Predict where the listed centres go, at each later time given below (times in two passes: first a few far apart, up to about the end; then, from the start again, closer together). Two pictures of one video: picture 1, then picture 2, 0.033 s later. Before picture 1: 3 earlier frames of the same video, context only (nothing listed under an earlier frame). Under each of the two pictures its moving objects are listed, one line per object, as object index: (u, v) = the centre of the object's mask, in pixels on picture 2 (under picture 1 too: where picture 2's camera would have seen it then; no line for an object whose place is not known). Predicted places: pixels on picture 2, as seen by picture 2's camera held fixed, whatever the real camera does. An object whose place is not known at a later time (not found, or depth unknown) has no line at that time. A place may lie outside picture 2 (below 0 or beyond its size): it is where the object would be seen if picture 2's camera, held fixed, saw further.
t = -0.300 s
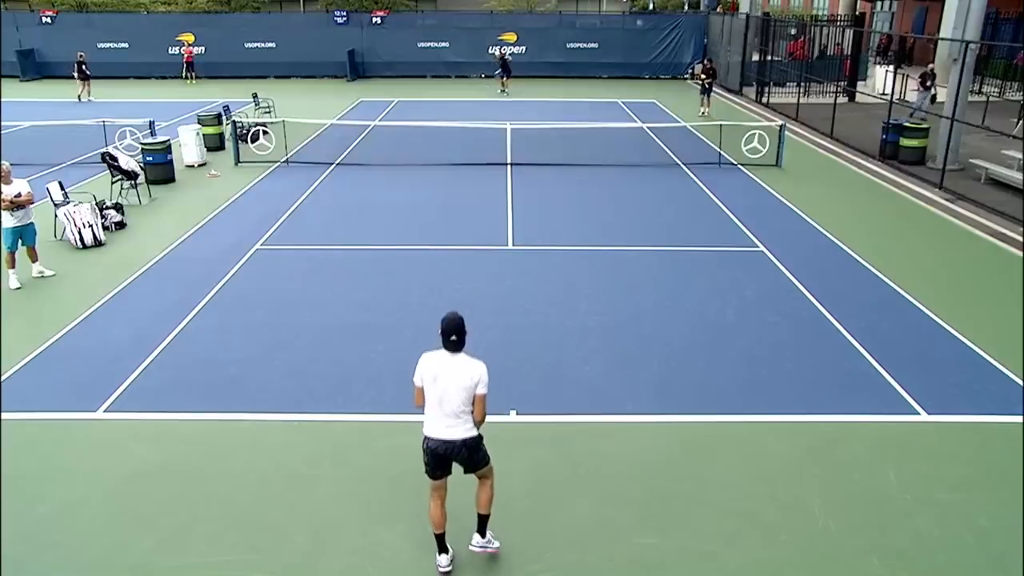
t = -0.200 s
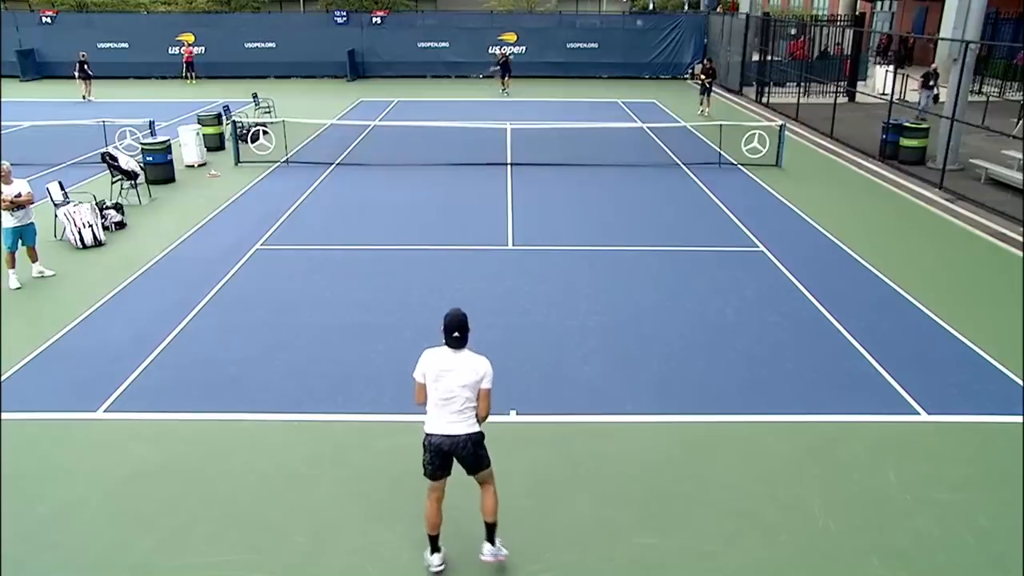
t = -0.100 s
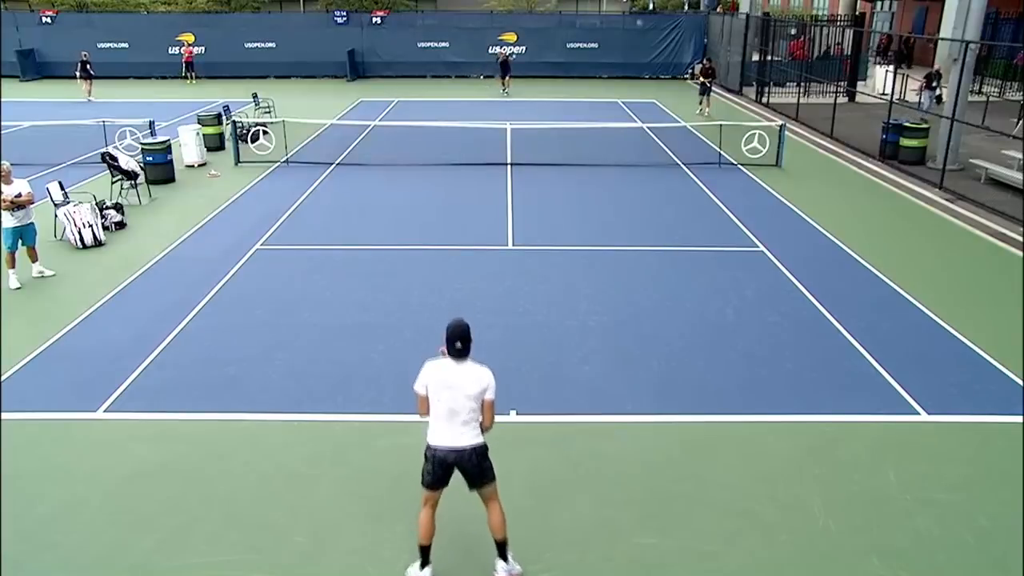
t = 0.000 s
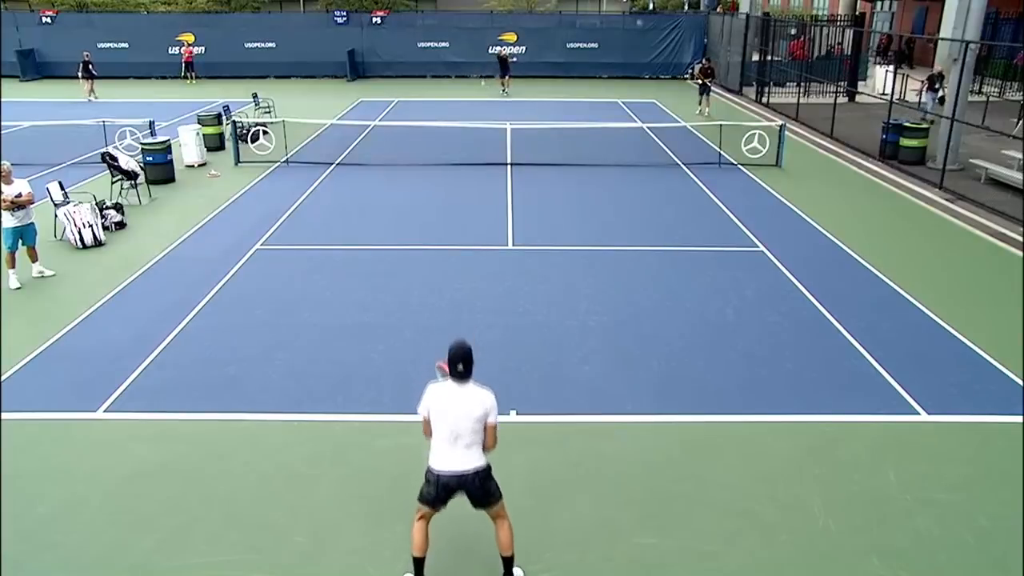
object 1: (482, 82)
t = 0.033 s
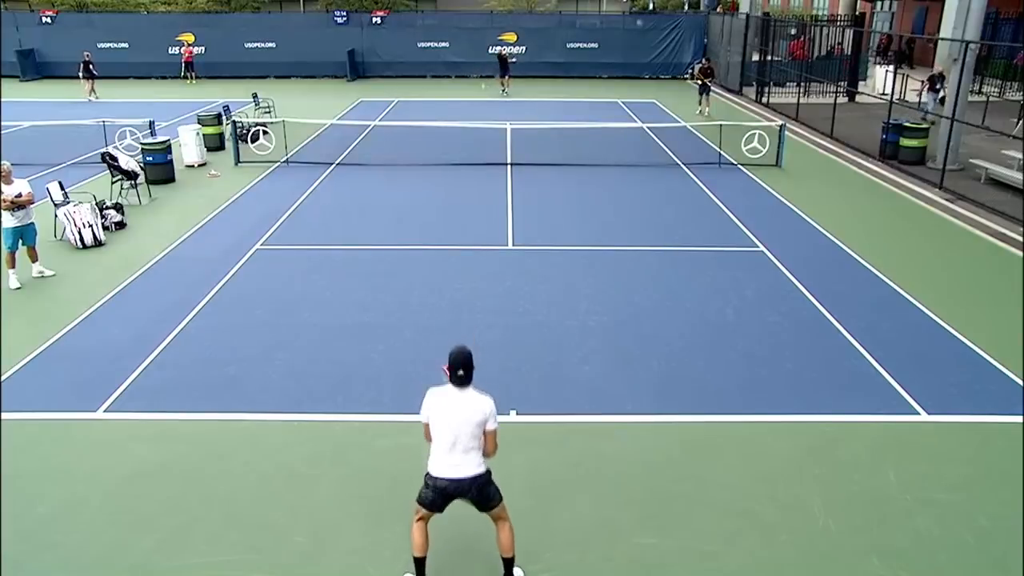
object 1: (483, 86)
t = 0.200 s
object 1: (484, 114)
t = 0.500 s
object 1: (485, 250)
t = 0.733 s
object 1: (488, 305)
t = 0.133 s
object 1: (483, 102)
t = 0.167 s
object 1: (484, 107)
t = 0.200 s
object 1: (484, 114)
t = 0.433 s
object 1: (485, 208)
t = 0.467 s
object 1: (485, 230)
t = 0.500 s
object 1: (485, 250)
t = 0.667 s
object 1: (486, 282)
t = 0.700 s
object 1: (487, 293)
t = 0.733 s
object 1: (488, 305)
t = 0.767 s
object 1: (489, 321)
